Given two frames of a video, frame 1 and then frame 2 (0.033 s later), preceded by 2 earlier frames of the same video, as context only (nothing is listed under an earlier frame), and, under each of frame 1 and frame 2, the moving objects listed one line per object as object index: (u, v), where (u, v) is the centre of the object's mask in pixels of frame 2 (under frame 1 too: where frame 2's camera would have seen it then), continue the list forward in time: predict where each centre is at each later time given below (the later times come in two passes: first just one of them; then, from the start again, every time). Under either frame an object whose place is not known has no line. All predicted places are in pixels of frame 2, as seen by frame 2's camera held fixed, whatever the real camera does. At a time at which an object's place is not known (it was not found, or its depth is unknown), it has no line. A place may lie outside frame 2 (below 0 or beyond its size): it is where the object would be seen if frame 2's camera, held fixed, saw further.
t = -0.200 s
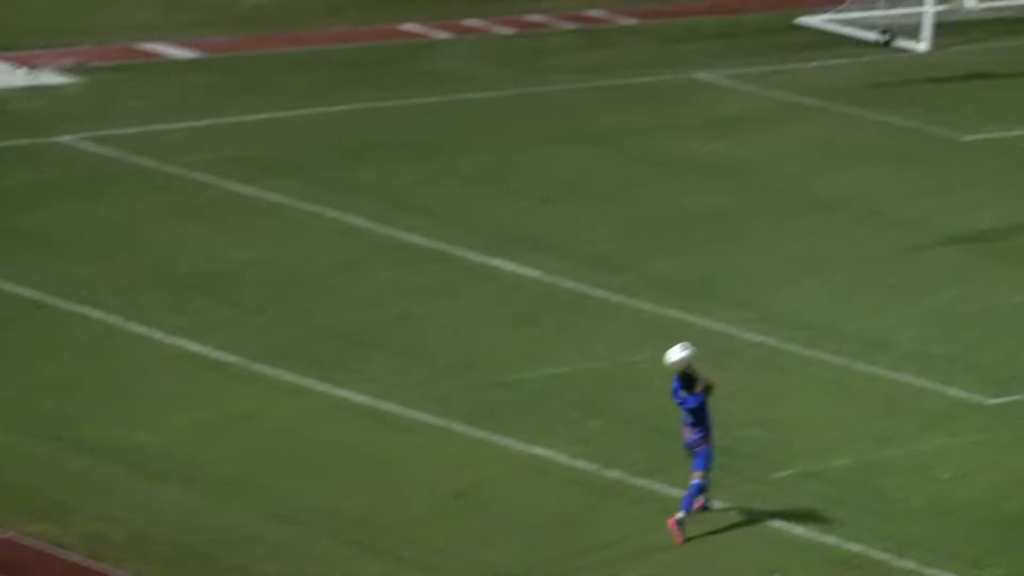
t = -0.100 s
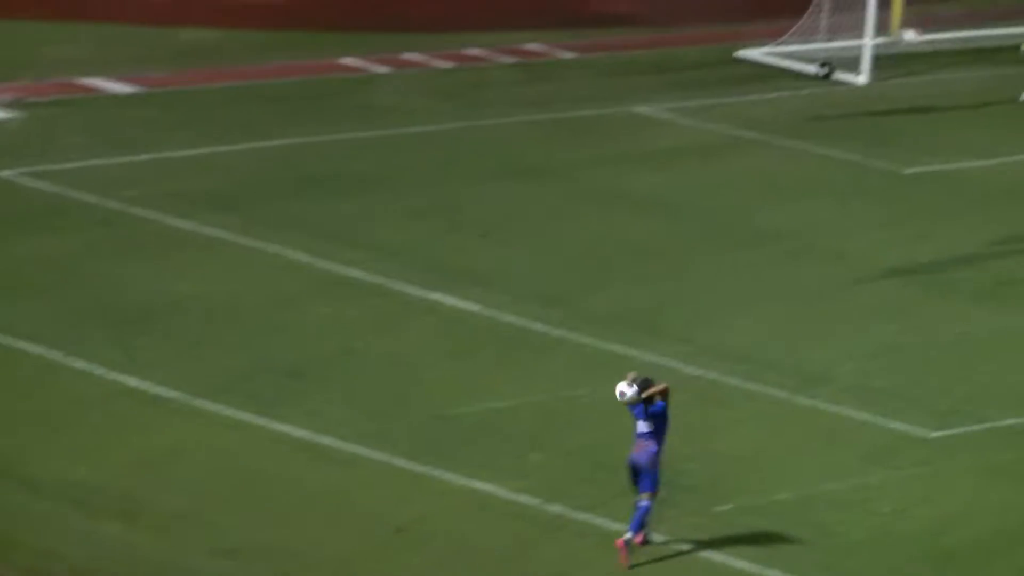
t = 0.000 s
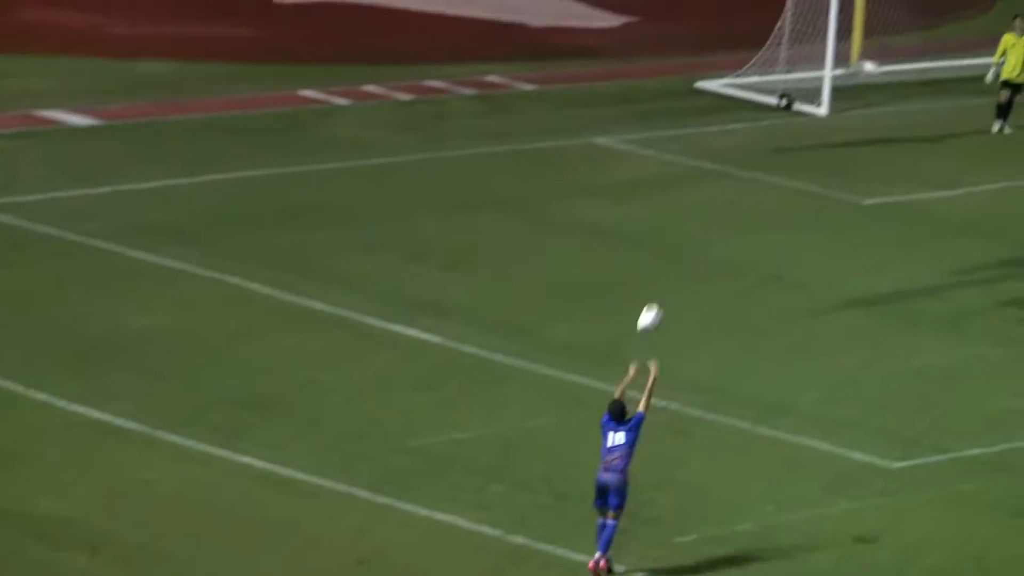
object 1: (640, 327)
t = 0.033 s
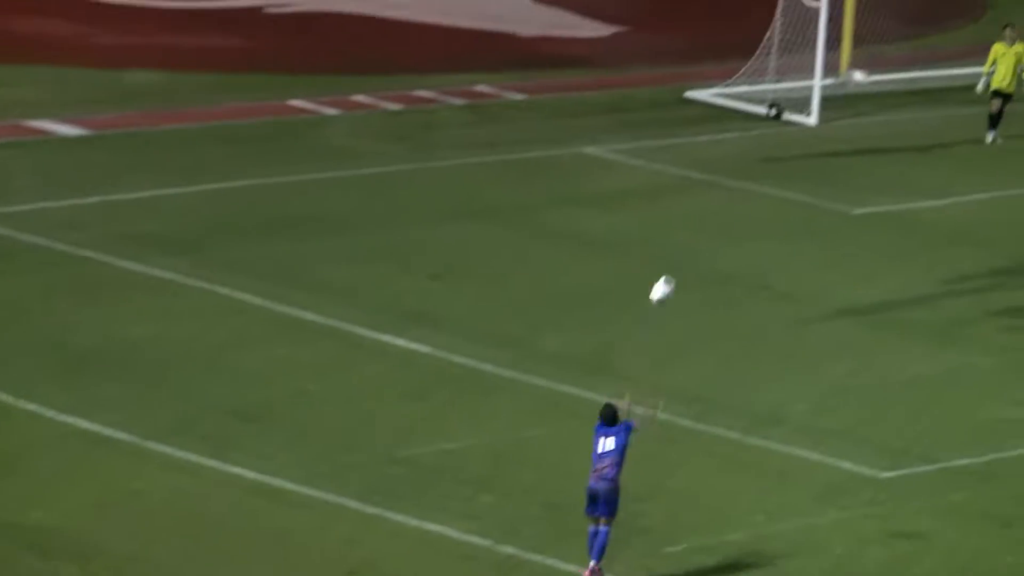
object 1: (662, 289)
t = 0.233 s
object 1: (779, 103)
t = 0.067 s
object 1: (684, 254)
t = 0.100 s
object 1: (705, 220)
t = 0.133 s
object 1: (726, 187)
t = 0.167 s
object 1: (744, 157)
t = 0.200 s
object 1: (763, 128)
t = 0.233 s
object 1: (779, 103)
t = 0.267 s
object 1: (798, 74)
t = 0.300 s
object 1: (816, 51)
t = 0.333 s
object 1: (831, 27)
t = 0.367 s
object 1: (848, 5)
